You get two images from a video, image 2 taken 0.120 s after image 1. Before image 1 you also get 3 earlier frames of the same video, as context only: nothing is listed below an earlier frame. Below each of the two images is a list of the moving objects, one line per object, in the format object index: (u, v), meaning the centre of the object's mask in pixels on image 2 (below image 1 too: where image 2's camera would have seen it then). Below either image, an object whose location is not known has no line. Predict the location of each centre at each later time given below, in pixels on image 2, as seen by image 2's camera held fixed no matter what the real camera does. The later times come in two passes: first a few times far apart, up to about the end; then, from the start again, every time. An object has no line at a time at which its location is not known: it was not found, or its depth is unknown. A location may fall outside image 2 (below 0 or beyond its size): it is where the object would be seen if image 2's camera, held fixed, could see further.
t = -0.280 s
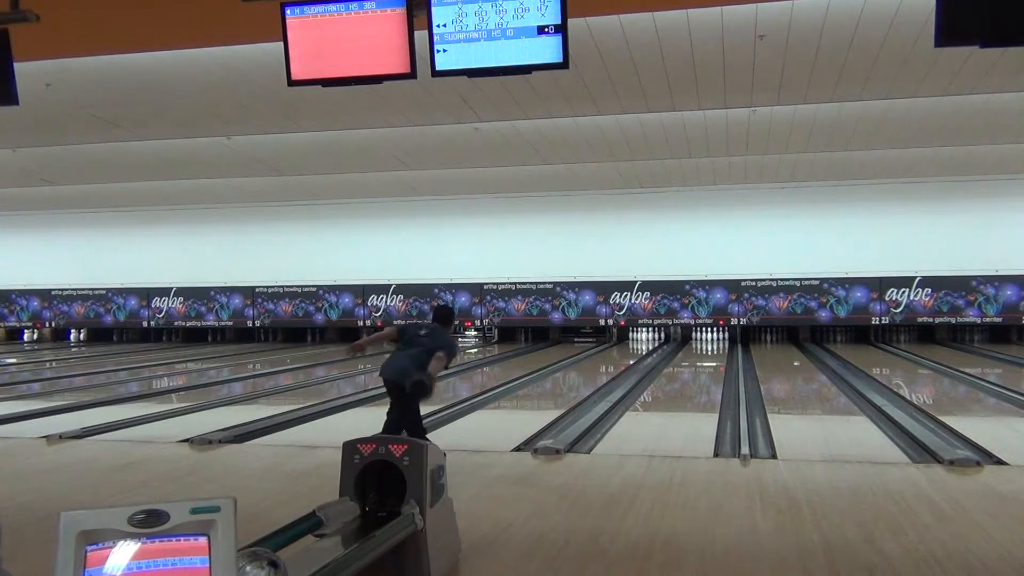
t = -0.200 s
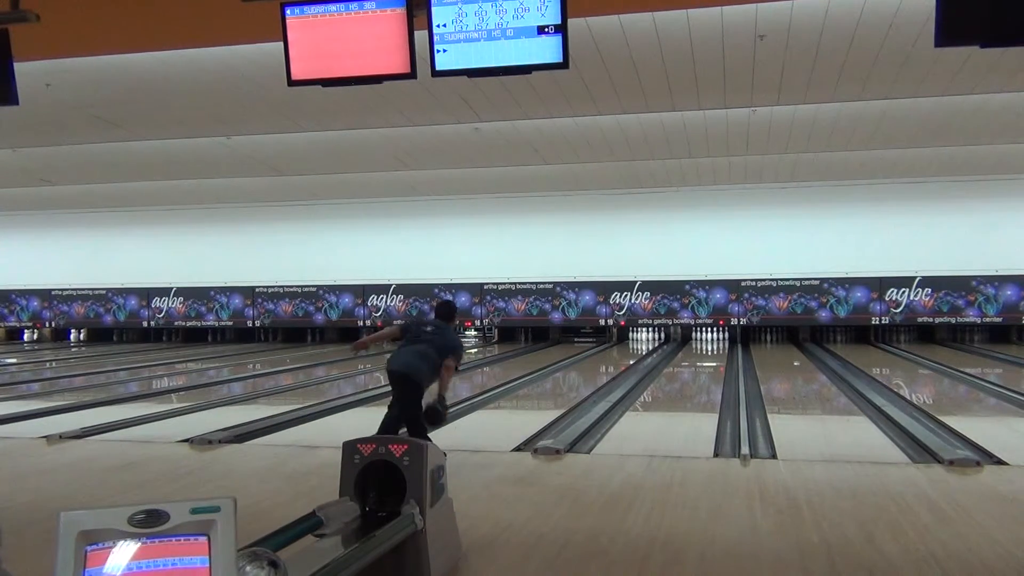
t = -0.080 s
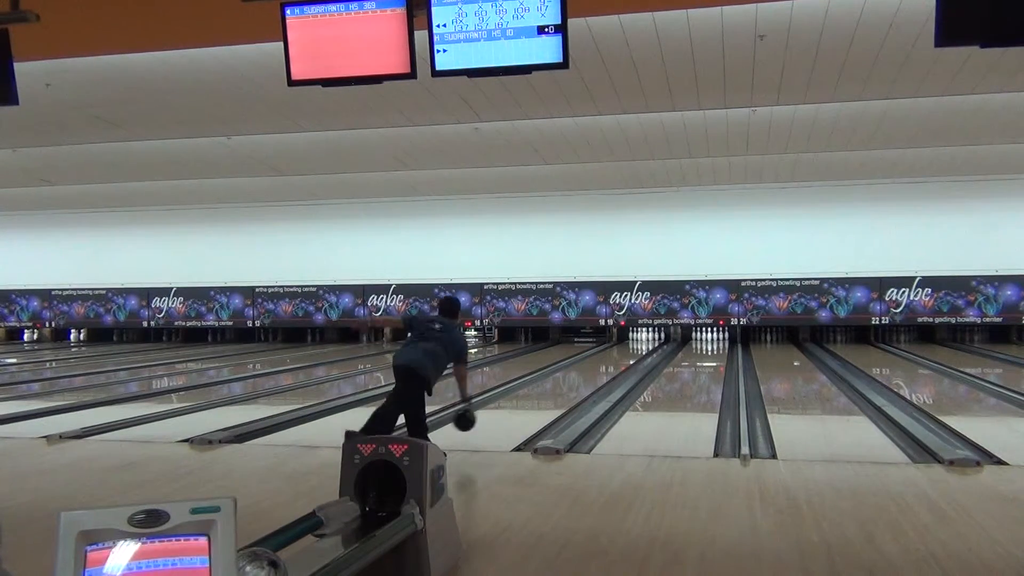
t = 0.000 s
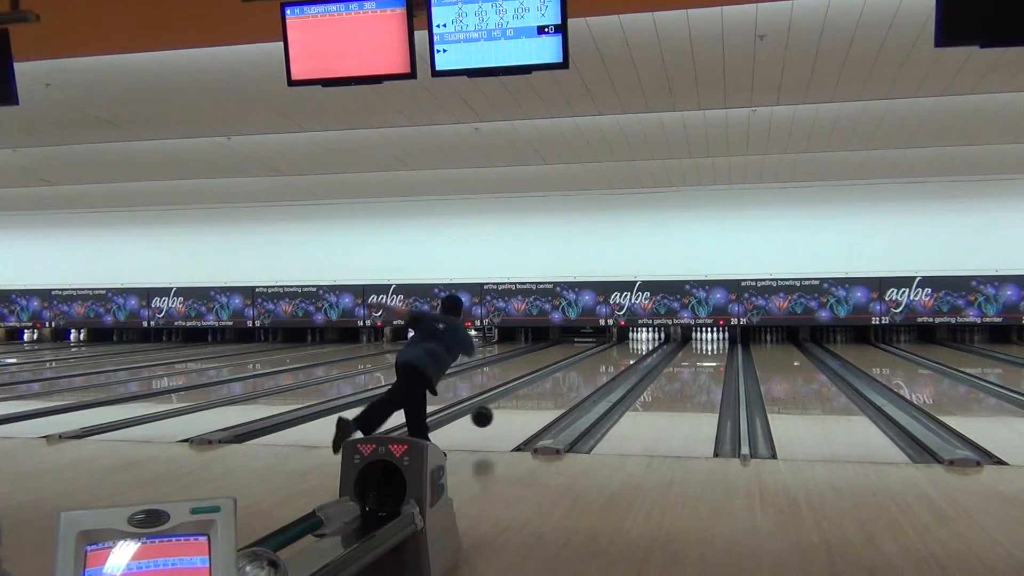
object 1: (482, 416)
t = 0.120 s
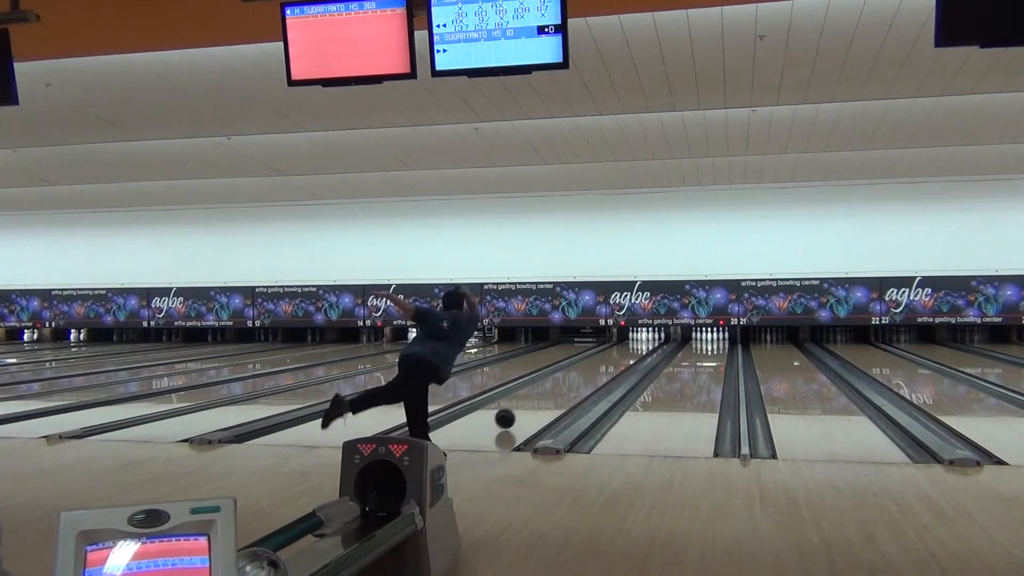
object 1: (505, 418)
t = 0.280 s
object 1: (529, 406)
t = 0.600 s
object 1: (566, 387)
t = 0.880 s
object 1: (589, 375)
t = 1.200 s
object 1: (608, 364)
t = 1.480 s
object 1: (621, 357)
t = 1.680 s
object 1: (628, 352)
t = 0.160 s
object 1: (512, 414)
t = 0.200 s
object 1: (518, 411)
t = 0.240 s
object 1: (524, 409)
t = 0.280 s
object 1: (529, 406)
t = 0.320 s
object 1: (535, 403)
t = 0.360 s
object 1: (540, 401)
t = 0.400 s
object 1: (545, 398)
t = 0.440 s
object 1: (550, 396)
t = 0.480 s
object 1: (554, 393)
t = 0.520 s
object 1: (558, 391)
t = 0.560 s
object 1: (562, 389)
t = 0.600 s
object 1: (566, 387)
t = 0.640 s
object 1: (570, 385)
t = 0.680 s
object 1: (573, 383)
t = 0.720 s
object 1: (577, 381)
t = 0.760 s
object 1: (580, 379)
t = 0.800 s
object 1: (583, 378)
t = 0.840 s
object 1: (586, 376)
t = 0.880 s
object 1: (589, 375)
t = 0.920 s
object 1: (592, 373)
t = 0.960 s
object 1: (594, 371)
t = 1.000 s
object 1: (597, 370)
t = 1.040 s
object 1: (600, 369)
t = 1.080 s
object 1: (602, 367)
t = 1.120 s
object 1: (604, 366)
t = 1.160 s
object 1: (606, 365)
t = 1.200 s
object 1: (608, 364)
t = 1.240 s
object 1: (610, 363)
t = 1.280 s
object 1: (612, 361)
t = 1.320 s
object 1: (614, 360)
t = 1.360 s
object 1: (616, 359)
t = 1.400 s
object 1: (617, 358)
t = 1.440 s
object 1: (619, 358)
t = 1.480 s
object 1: (621, 357)
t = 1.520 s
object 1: (623, 356)
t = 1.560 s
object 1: (624, 354)
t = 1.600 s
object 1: (625, 354)
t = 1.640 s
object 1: (627, 353)
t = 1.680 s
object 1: (628, 352)
